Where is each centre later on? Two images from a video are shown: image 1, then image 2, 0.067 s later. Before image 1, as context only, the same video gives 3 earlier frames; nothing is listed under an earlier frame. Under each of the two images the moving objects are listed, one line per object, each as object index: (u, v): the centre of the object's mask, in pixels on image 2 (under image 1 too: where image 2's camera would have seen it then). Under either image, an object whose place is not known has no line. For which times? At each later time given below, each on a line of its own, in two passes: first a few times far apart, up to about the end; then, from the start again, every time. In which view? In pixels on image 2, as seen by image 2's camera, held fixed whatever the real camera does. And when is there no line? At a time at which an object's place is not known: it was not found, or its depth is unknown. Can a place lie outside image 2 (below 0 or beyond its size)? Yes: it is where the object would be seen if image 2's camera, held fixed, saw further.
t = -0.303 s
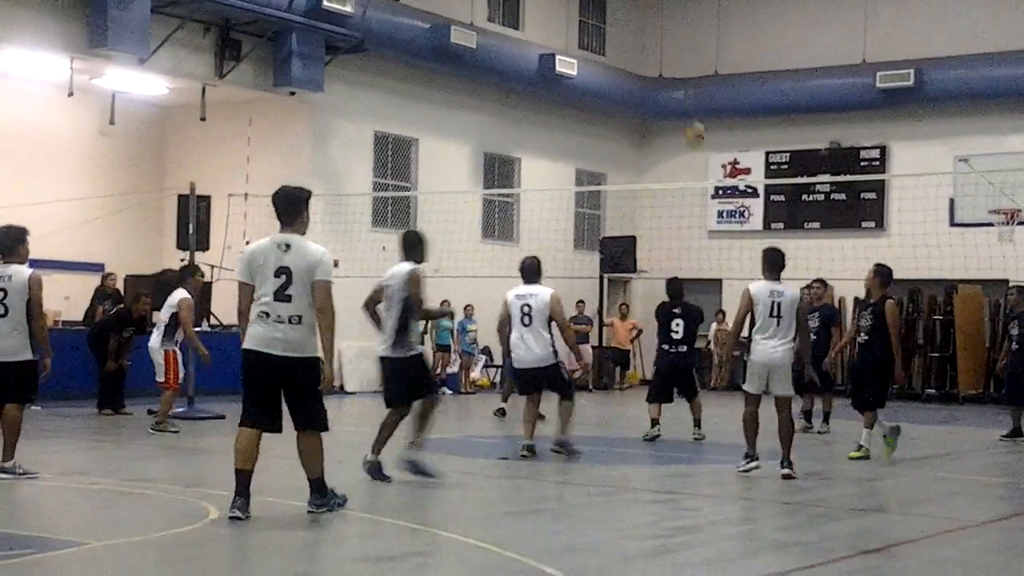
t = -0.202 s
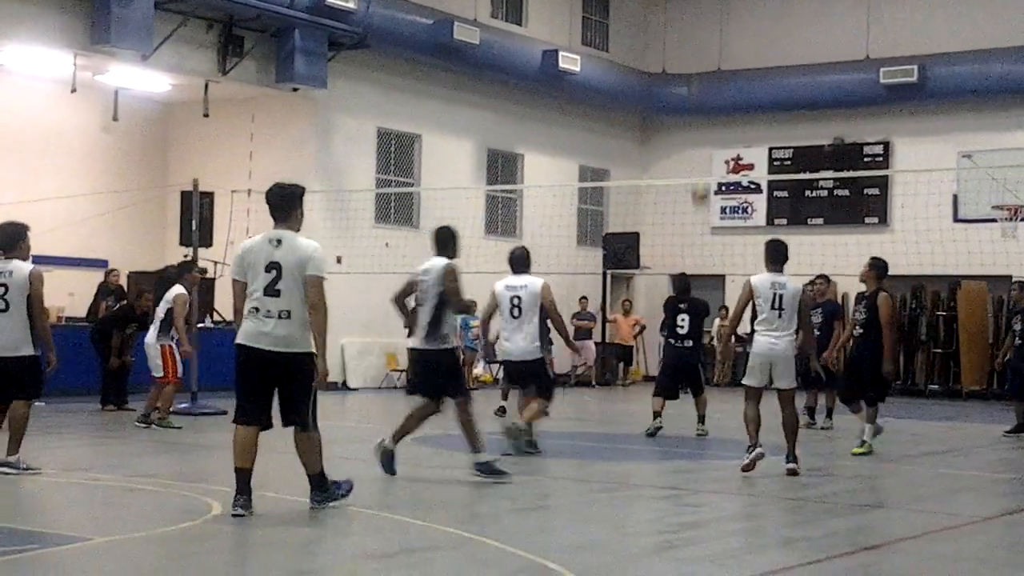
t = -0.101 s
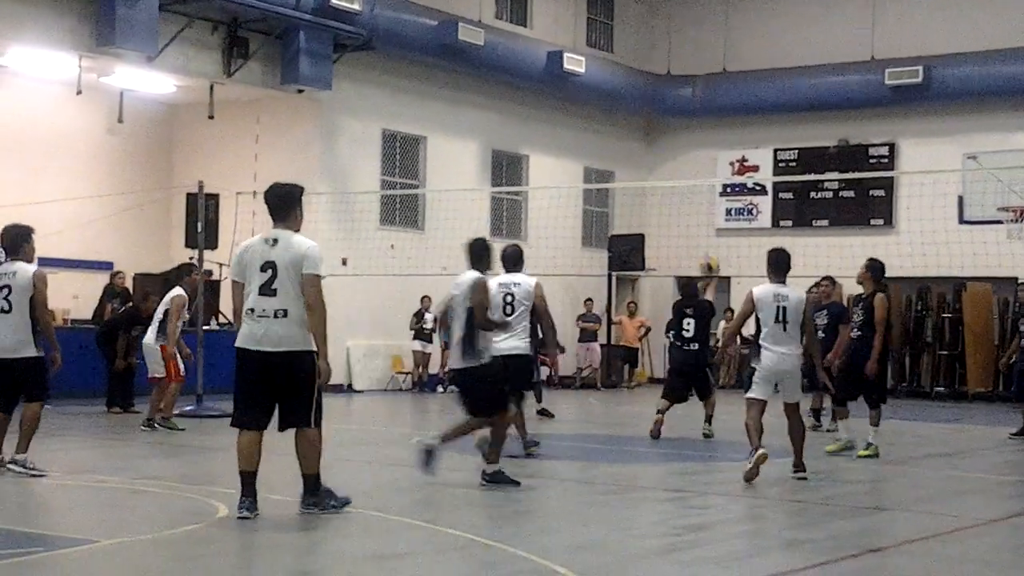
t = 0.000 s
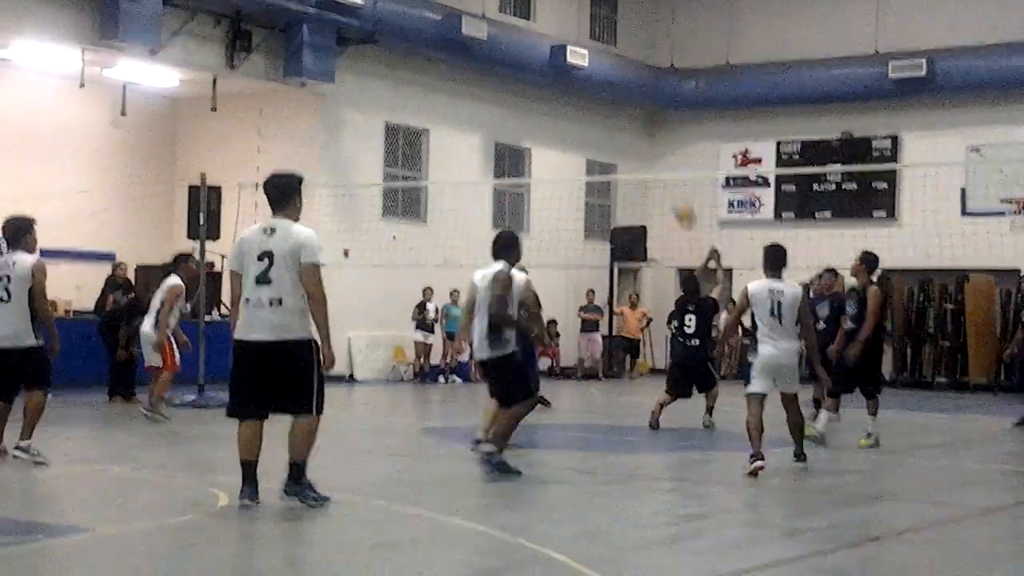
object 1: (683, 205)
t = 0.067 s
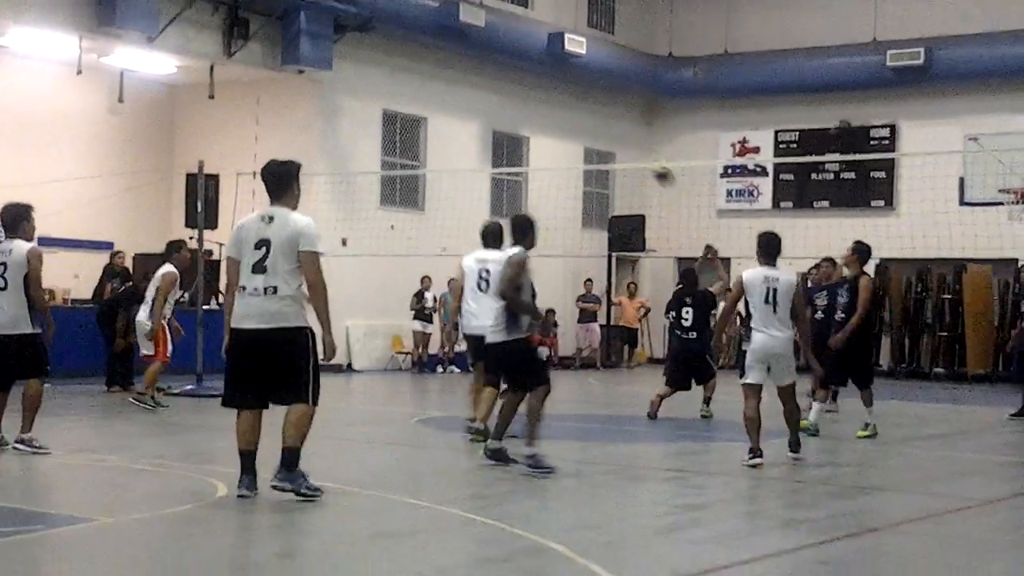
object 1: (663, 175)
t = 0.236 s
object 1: (608, 111)
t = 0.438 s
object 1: (528, 71)
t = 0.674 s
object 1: (418, 87)
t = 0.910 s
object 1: (285, 189)
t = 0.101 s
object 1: (652, 156)
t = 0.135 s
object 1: (642, 146)
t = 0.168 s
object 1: (631, 134)
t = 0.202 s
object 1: (619, 123)
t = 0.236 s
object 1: (608, 111)
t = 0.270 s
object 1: (595, 101)
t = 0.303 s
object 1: (582, 93)
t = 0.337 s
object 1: (569, 86)
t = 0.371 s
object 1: (557, 80)
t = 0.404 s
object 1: (543, 75)
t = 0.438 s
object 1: (528, 71)
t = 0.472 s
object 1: (513, 69)
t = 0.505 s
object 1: (499, 68)
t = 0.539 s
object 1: (484, 67)
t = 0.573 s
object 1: (468, 70)
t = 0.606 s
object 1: (451, 73)
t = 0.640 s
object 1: (435, 78)
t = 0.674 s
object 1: (418, 87)
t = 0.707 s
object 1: (402, 95)
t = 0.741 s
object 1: (382, 104)
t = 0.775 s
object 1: (365, 117)
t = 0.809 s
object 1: (345, 132)
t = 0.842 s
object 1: (325, 148)
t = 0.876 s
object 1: (306, 167)
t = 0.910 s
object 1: (285, 189)
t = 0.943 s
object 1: (261, 214)
